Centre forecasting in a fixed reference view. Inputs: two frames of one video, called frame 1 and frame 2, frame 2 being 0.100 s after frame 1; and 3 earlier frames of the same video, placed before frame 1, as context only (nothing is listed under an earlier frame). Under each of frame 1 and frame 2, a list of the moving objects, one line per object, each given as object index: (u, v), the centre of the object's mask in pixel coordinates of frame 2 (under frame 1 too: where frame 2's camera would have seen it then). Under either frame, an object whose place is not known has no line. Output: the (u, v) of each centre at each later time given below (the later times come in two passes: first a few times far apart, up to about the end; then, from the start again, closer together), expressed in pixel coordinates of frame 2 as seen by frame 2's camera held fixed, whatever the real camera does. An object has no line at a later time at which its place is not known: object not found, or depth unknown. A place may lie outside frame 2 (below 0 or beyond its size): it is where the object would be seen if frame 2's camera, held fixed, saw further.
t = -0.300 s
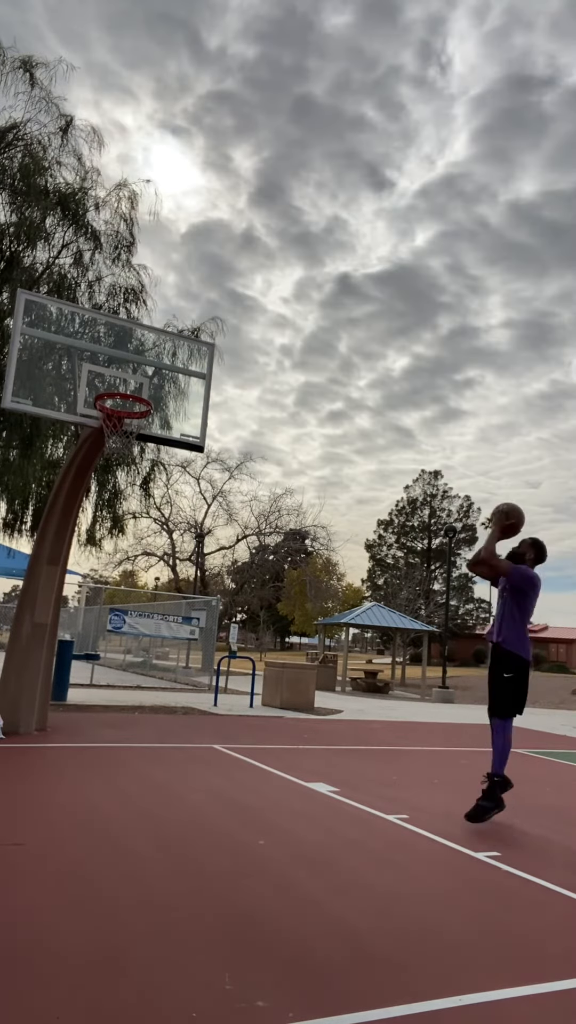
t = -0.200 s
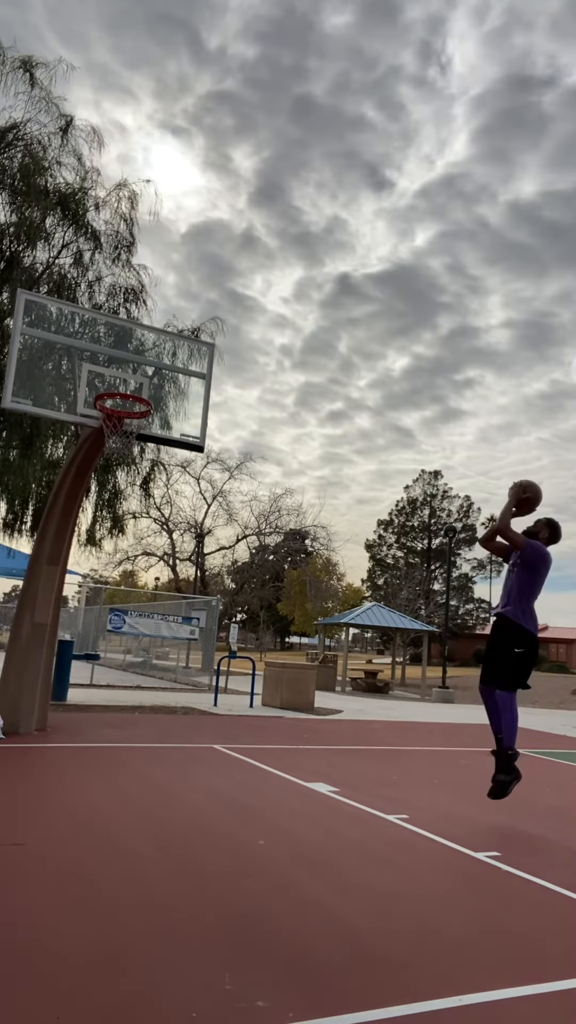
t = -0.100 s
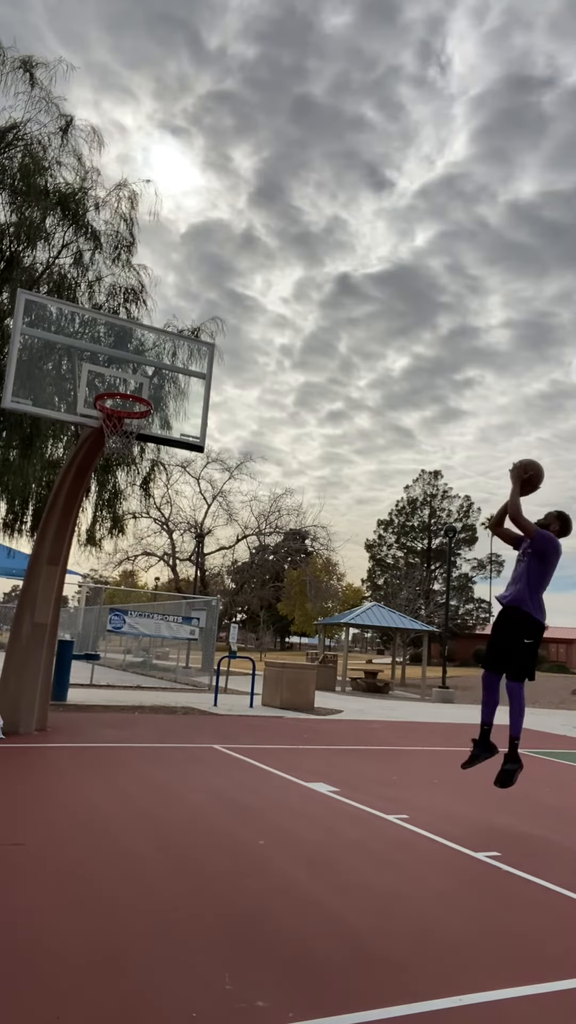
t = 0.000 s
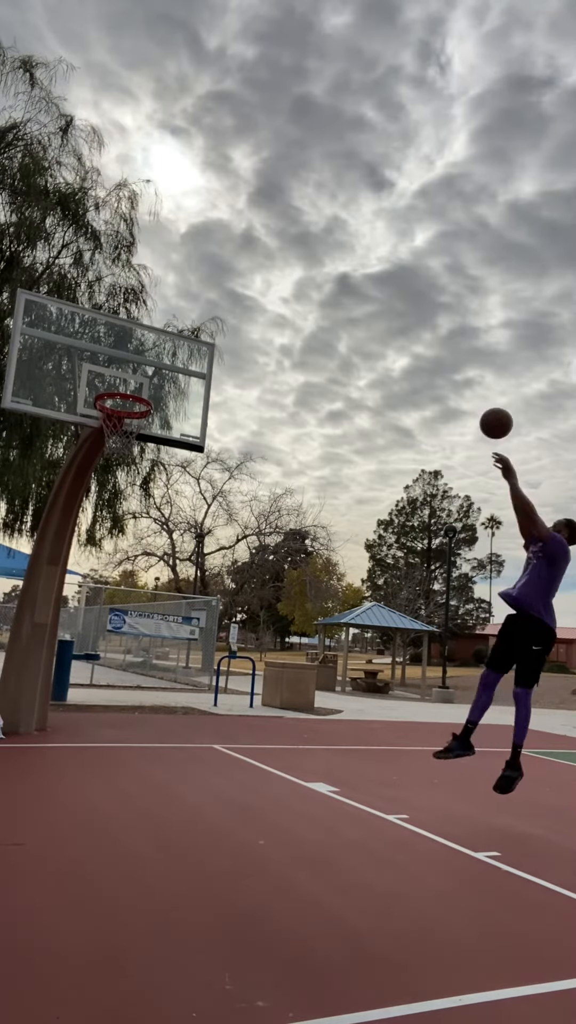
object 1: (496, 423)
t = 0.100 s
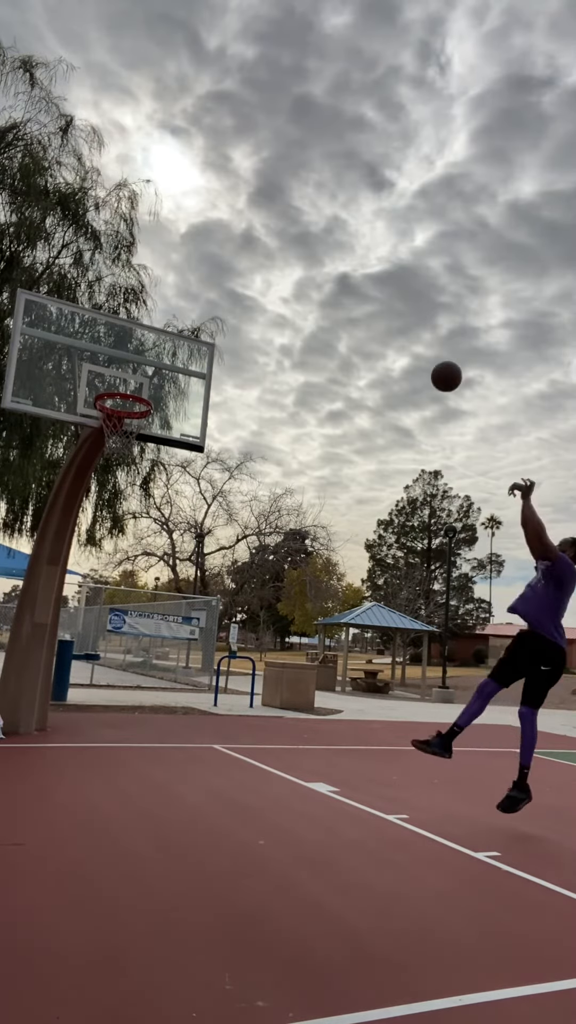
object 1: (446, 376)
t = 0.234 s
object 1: (384, 336)
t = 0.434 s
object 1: (295, 317)
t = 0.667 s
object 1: (194, 350)
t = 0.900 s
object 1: (104, 427)
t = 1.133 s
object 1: (111, 425)
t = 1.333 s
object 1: (92, 501)
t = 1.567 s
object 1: (74, 633)
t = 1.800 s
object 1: (71, 708)
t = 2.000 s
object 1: (103, 610)
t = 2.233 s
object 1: (132, 560)
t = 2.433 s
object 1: (150, 568)
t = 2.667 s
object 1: (165, 643)
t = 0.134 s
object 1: (430, 364)
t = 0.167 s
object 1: (415, 353)
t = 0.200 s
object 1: (399, 344)
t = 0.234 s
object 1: (384, 336)
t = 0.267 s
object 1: (369, 329)
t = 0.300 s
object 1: (354, 324)
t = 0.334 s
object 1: (339, 320)
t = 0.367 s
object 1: (324, 318)
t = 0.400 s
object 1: (310, 316)
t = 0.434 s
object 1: (295, 317)
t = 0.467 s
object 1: (281, 318)
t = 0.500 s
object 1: (266, 320)
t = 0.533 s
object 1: (252, 324)
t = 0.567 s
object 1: (237, 329)
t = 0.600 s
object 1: (223, 335)
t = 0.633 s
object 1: (208, 342)
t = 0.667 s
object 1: (194, 350)
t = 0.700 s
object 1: (180, 360)
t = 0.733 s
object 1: (165, 371)
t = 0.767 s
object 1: (150, 382)
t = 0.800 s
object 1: (136, 394)
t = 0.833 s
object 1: (122, 410)
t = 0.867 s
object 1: (109, 422)
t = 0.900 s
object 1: (104, 427)
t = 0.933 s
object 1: (104, 426)
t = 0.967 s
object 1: (103, 425)
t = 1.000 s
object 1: (104, 426)
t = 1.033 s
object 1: (104, 427)
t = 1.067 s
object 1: (105, 427)
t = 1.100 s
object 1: (107, 430)
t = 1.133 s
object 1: (111, 425)
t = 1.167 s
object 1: (99, 447)
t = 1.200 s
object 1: (98, 456)
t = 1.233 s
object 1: (97, 465)
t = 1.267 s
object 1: (95, 477)
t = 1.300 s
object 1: (94, 488)
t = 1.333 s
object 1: (92, 501)
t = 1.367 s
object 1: (90, 516)
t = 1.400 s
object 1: (88, 532)
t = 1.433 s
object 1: (85, 549)
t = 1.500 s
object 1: (80, 588)
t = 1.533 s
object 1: (77, 610)
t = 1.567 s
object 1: (74, 633)
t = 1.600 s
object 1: (71, 658)
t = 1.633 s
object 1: (66, 685)
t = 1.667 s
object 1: (62, 713)
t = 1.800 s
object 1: (71, 708)
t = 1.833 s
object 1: (77, 687)
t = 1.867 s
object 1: (83, 669)
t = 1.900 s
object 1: (88, 652)
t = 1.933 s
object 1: (92, 637)
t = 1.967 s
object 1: (97, 622)
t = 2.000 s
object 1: (103, 610)
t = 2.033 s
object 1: (107, 599)
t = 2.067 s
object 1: (112, 589)
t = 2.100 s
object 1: (116, 580)
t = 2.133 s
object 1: (120, 573)
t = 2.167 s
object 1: (124, 568)
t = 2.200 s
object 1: (128, 563)
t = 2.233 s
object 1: (132, 560)
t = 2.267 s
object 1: (135, 558)
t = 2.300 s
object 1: (138, 558)
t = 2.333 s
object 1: (141, 558)
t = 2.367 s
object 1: (145, 561)
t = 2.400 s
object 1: (147, 564)
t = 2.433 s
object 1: (150, 568)
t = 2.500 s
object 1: (155, 583)
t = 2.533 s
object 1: (157, 592)
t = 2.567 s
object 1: (159, 603)
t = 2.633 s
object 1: (163, 628)
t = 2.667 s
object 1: (165, 643)
